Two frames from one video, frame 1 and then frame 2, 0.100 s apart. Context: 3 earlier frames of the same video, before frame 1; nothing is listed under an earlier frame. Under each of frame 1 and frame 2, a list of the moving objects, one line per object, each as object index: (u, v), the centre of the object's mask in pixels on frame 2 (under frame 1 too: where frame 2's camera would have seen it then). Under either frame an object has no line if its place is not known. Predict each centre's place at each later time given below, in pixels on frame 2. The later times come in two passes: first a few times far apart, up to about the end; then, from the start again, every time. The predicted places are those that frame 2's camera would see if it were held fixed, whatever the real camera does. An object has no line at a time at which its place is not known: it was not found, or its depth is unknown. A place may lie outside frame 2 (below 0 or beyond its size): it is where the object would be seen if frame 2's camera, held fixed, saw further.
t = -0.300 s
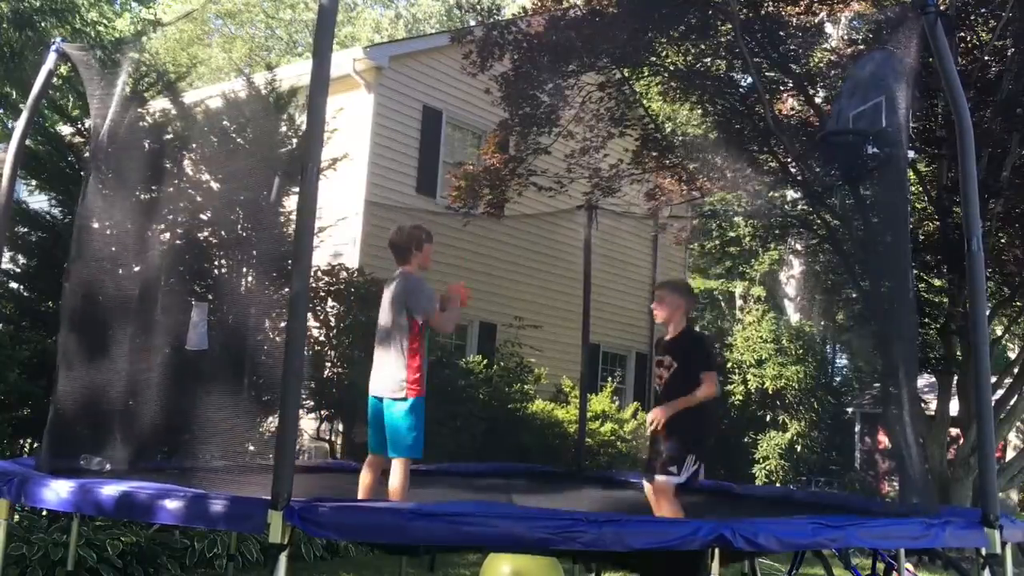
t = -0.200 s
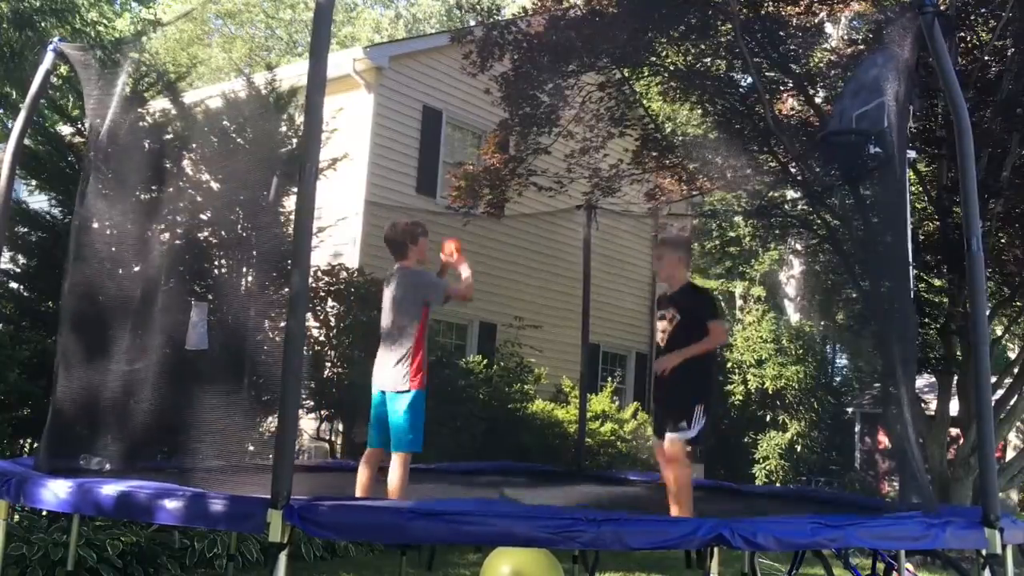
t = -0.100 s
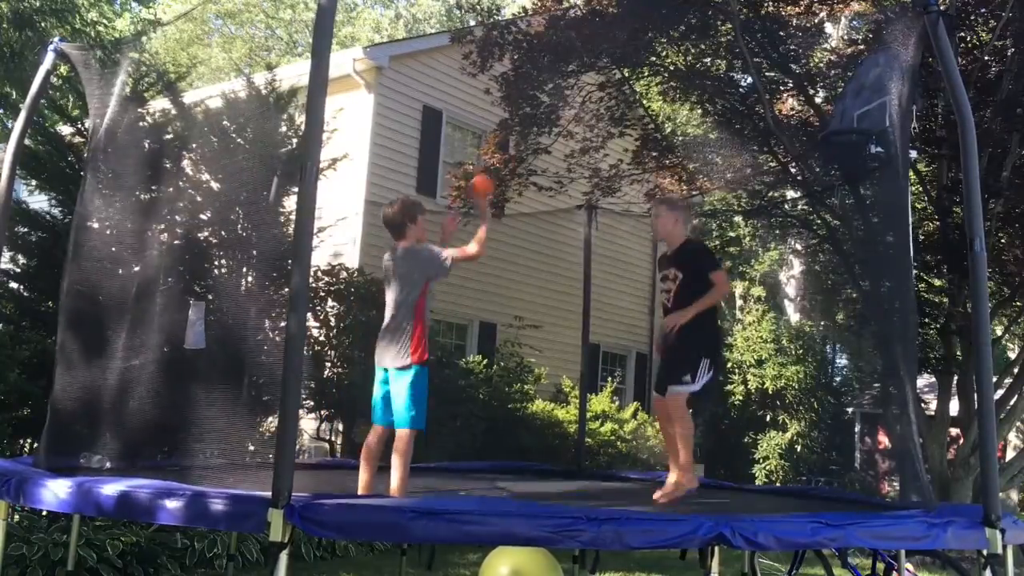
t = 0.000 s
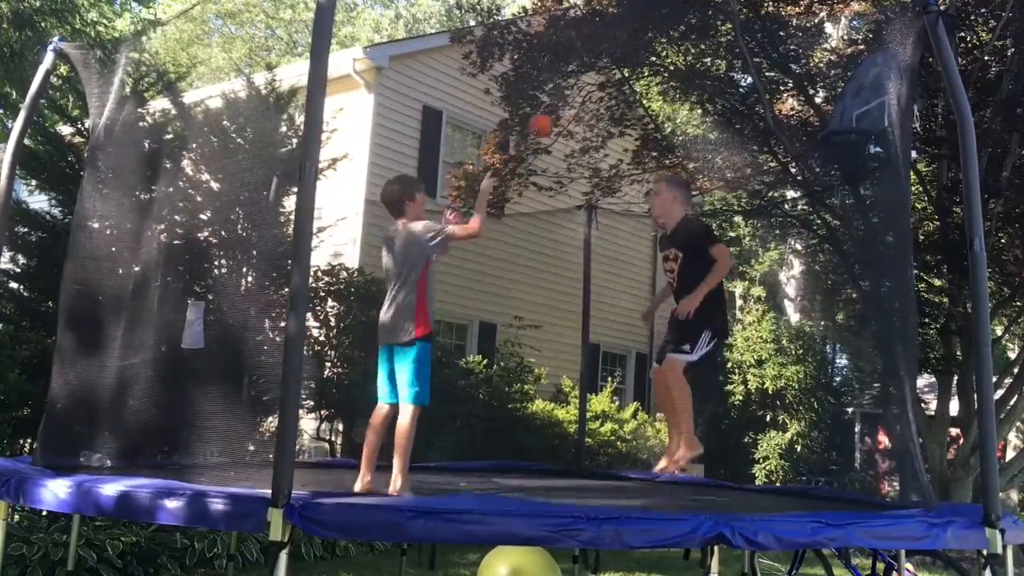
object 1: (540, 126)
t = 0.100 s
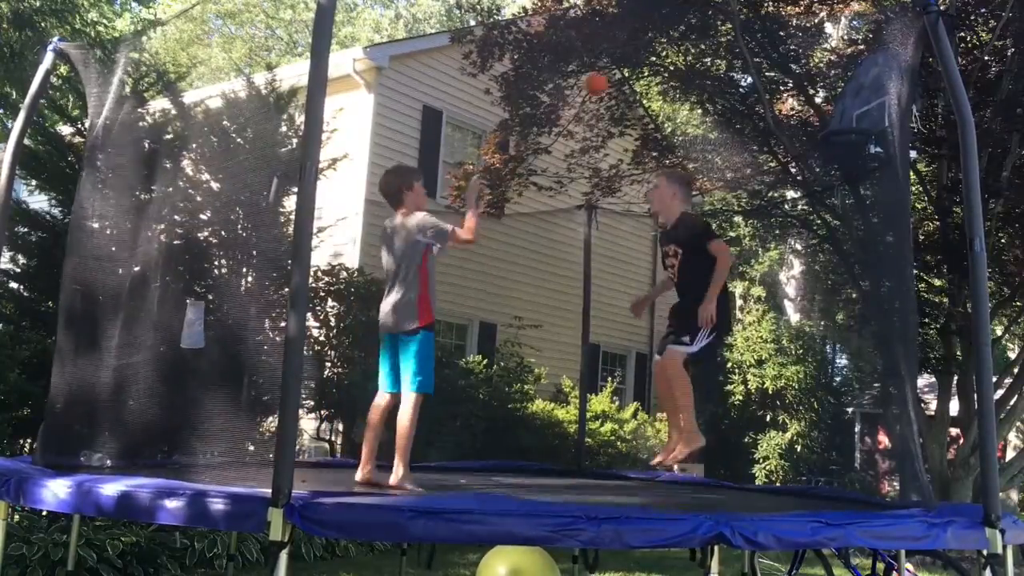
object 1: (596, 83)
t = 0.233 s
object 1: (661, 58)
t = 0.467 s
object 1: (766, 87)
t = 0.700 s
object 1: (811, 164)
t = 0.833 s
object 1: (785, 194)
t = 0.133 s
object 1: (611, 76)
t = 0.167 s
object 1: (629, 66)
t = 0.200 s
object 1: (646, 61)
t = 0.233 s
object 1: (661, 58)
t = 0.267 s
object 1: (678, 56)
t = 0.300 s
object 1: (693, 58)
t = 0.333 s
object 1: (708, 59)
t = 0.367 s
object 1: (723, 63)
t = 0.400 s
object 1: (737, 69)
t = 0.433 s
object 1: (752, 78)
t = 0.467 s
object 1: (766, 87)
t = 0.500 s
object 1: (779, 98)
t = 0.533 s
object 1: (794, 110)
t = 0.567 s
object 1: (807, 126)
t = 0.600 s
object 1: (814, 138)
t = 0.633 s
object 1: (812, 146)
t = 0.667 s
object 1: (812, 154)
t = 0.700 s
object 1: (811, 164)
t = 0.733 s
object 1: (809, 176)
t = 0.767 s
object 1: (805, 185)
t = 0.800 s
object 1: (796, 191)
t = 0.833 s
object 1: (785, 194)
